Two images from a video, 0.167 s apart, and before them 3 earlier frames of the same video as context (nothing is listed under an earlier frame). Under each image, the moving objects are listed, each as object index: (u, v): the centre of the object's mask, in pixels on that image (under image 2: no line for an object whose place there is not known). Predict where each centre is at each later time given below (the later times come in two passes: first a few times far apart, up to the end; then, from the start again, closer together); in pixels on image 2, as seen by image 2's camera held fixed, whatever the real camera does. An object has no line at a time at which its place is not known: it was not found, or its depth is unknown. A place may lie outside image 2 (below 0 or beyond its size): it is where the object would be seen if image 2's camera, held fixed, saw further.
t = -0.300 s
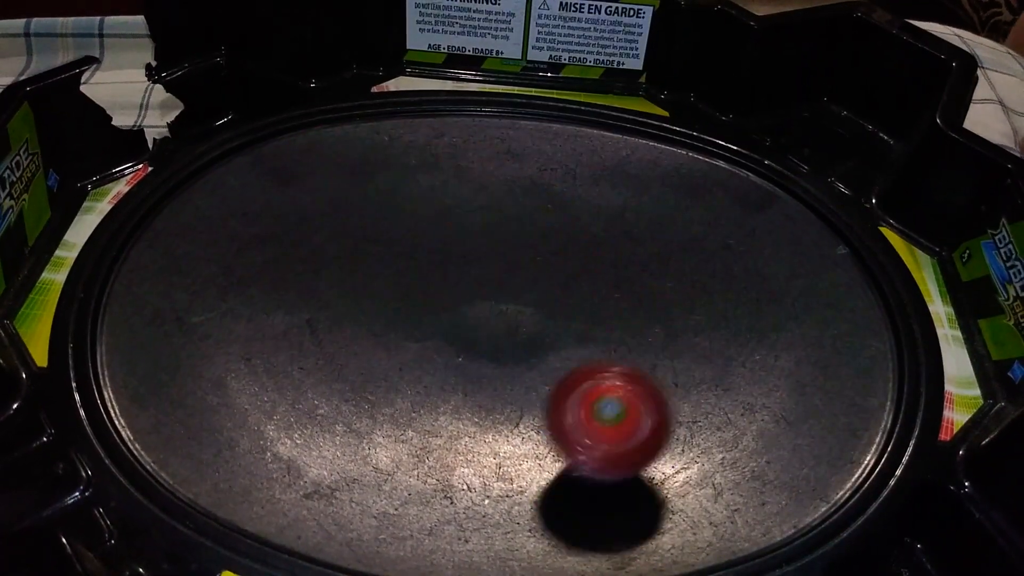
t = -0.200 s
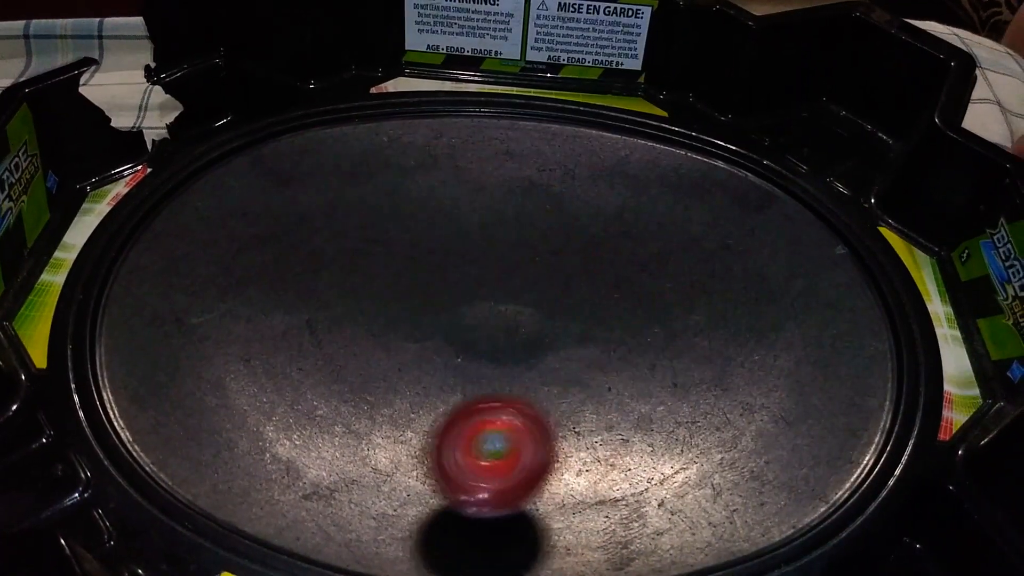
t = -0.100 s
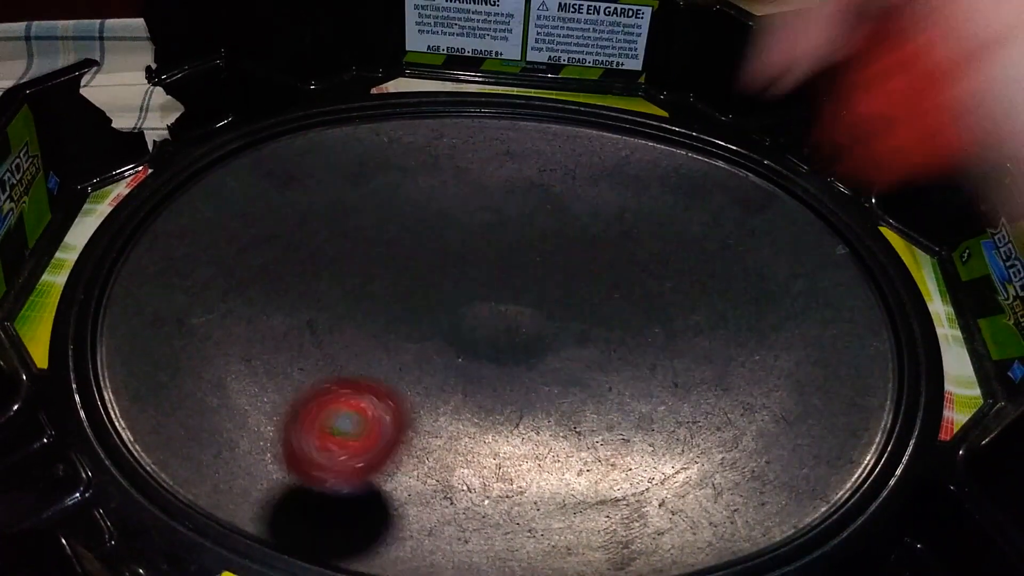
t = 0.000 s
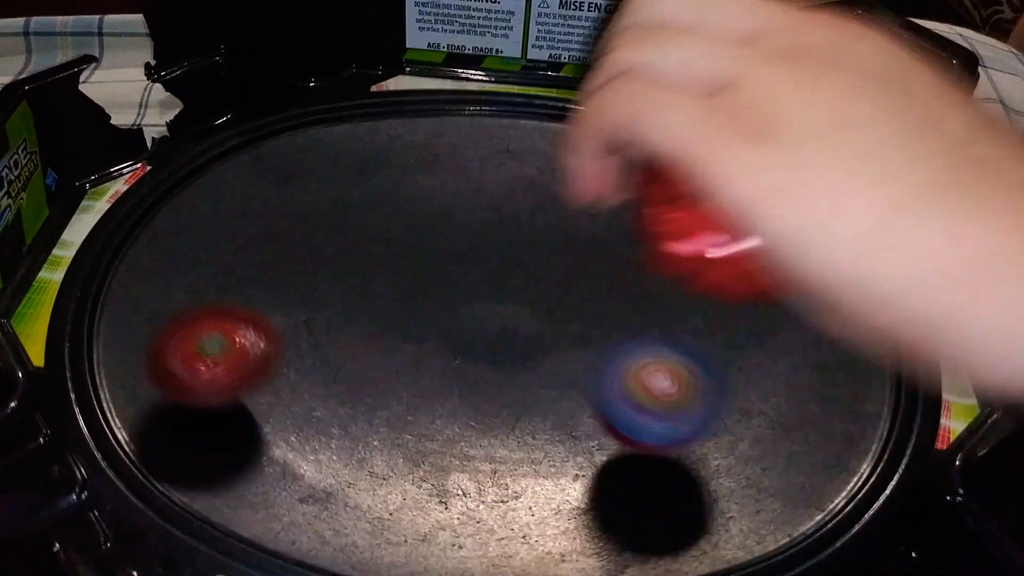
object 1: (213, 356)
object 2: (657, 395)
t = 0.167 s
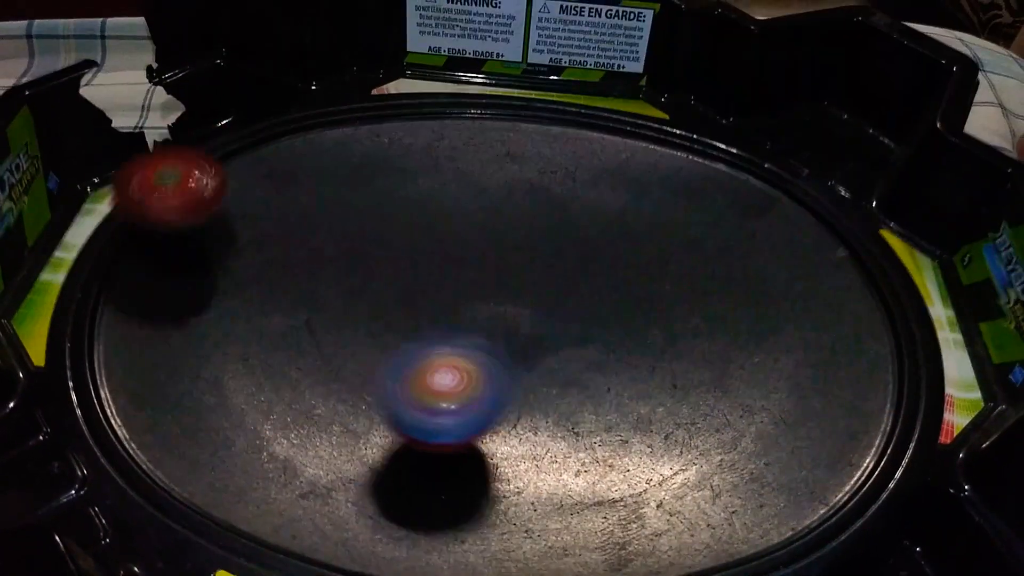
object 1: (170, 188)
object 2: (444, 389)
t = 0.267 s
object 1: (243, 119)
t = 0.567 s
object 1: (689, 207)
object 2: (339, 320)
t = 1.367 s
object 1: (255, 131)
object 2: (435, 259)
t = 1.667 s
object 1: (739, 206)
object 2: (290, 355)
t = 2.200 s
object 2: (669, 260)
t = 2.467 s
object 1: (332, 143)
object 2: (499, 182)
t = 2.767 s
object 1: (556, 76)
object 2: (484, 533)
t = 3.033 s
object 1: (712, 111)
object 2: (638, 402)
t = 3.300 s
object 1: (795, 320)
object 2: (606, 229)
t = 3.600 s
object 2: (336, 308)
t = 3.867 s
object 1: (144, 205)
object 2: (500, 348)
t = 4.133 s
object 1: (484, 137)
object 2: (583, 289)
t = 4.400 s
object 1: (863, 365)
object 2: (448, 295)
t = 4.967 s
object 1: (209, 268)
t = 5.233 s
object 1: (504, 143)
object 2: (526, 316)
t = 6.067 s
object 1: (213, 280)
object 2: (484, 329)
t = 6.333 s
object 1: (425, 112)
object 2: (454, 320)
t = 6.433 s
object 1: (552, 119)
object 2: (457, 323)
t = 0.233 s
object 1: (212, 136)
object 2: (380, 373)
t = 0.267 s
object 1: (243, 119)
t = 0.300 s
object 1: (283, 108)
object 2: (336, 352)
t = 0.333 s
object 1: (329, 102)
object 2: (320, 342)
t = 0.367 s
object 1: (375, 102)
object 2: (312, 333)
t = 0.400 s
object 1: (423, 104)
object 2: (307, 325)
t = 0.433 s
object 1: (476, 115)
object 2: (305, 320)
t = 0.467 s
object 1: (529, 128)
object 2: (308, 317)
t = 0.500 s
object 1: (583, 149)
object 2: (315, 316)
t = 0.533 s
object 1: (637, 175)
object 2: (326, 317)
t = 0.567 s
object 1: (689, 207)
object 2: (339, 320)
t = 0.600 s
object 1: (735, 245)
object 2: (353, 325)
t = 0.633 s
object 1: (777, 288)
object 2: (370, 332)
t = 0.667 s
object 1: (814, 338)
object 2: (389, 339)
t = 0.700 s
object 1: (839, 392)
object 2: (407, 350)
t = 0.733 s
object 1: (853, 448)
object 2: (430, 357)
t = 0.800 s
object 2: (467, 371)
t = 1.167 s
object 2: (528, 293)
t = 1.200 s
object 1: (102, 284)
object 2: (518, 285)
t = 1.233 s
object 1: (117, 243)
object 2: (505, 278)
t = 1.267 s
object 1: (142, 204)
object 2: (490, 272)
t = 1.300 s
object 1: (173, 175)
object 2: (474, 266)
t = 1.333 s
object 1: (211, 149)
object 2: (456, 260)
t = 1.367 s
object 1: (255, 131)
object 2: (435, 259)
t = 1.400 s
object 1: (302, 118)
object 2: (413, 259)
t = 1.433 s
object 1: (353, 112)
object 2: (391, 261)
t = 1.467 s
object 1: (405, 112)
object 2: (374, 265)
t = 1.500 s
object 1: (461, 117)
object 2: (351, 273)
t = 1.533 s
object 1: (517, 126)
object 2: (331, 285)
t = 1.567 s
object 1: (572, 139)
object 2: (315, 298)
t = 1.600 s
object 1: (628, 158)
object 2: (301, 316)
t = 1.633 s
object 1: (688, 181)
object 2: (292, 335)
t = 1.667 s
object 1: (739, 206)
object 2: (290, 355)
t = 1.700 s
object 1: (790, 238)
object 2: (295, 376)
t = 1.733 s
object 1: (837, 275)
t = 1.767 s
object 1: (877, 318)
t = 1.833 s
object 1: (898, 411)
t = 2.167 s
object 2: (673, 283)
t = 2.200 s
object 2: (669, 260)
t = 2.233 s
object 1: (193, 350)
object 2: (660, 241)
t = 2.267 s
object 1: (189, 310)
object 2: (649, 219)
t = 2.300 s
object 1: (194, 271)
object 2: (630, 207)
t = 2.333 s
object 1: (211, 238)
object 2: (610, 195)
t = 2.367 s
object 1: (232, 208)
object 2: (586, 186)
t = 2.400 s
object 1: (261, 182)
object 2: (560, 181)
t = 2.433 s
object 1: (294, 161)
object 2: (531, 181)
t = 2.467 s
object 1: (332, 143)
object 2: (499, 182)
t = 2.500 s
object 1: (372, 130)
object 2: (462, 187)
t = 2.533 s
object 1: (395, 100)
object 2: (451, 227)
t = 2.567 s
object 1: (414, 71)
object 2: (445, 278)
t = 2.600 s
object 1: (438, 61)
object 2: (441, 331)
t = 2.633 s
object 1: (462, 66)
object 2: (442, 381)
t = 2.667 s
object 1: (485, 64)
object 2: (445, 434)
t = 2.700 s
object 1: (509, 67)
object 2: (453, 483)
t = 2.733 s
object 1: (533, 72)
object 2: (466, 519)
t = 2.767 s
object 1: (556, 76)
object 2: (484, 533)
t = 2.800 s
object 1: (577, 80)
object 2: (505, 539)
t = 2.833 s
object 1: (598, 85)
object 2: (529, 538)
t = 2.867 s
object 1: (618, 89)
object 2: (552, 533)
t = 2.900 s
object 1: (639, 94)
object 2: (571, 522)
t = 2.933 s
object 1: (658, 98)
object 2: (590, 498)
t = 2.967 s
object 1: (677, 102)
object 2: (607, 467)
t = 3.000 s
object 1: (695, 106)
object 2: (625, 433)
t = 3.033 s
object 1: (712, 111)
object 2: (638, 402)
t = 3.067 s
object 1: (726, 117)
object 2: (650, 369)
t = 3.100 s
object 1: (738, 126)
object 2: (658, 340)
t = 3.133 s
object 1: (749, 146)
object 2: (665, 313)
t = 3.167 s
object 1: (759, 170)
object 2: (667, 288)
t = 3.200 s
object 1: (768, 200)
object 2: (666, 268)
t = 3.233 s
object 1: (777, 236)
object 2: (655, 251)
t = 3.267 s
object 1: (791, 275)
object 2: (631, 239)
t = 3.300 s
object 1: (795, 320)
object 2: (606, 229)
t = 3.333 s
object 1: (784, 366)
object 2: (576, 226)
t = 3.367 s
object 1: (760, 409)
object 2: (545, 227)
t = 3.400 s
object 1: (720, 449)
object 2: (513, 230)
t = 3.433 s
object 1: (664, 483)
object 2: (481, 236)
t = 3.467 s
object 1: (598, 505)
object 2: (449, 244)
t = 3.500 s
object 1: (527, 514)
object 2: (419, 256)
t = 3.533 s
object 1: (448, 513)
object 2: (389, 271)
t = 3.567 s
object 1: (375, 504)
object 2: (361, 289)
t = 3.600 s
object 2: (336, 308)
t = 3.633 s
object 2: (316, 329)
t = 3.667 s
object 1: (158, 433)
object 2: (309, 349)
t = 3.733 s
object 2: (375, 350)
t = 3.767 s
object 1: (62, 315)
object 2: (407, 353)
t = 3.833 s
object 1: (113, 240)
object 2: (473, 351)
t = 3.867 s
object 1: (144, 205)
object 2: (500, 348)
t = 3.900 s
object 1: (174, 177)
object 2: (523, 344)
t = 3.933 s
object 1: (210, 152)
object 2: (546, 338)
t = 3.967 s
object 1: (249, 135)
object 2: (562, 332)
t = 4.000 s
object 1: (293, 125)
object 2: (575, 325)
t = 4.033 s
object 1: (341, 120)
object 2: (583, 314)
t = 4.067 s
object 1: (387, 120)
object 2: (588, 307)
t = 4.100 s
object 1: (435, 126)
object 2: (587, 299)
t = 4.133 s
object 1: (484, 137)
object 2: (583, 289)
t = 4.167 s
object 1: (534, 154)
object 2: (577, 282)
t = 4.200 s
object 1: (584, 177)
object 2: (570, 276)
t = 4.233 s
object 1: (632, 203)
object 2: (555, 273)
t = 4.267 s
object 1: (687, 225)
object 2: (528, 277)
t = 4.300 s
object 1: (743, 253)
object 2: (504, 280)
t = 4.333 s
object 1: (790, 284)
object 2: (484, 285)
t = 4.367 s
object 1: (832, 322)
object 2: (466, 291)
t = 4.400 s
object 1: (863, 365)
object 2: (448, 295)
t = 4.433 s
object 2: (431, 300)
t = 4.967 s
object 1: (209, 268)
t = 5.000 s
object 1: (231, 236)
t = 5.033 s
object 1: (258, 209)
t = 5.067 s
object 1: (288, 187)
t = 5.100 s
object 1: (326, 170)
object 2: (545, 332)
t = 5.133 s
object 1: (369, 156)
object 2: (541, 326)
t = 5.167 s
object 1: (411, 148)
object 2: (537, 321)
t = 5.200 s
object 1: (456, 144)
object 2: (532, 318)
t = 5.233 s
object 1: (504, 143)
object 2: (526, 316)
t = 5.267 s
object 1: (553, 146)
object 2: (518, 316)
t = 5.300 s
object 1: (602, 153)
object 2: (508, 316)
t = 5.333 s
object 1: (654, 163)
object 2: (496, 318)
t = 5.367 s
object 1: (704, 178)
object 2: (482, 320)
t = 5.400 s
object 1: (751, 197)
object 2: (469, 324)
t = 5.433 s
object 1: (795, 222)
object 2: (456, 328)
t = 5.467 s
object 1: (836, 253)
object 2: (444, 330)
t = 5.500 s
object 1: (867, 289)
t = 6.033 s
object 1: (211, 319)
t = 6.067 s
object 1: (213, 280)
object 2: (484, 329)
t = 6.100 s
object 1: (222, 245)
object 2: (483, 325)
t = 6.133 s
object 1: (238, 214)
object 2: (480, 323)
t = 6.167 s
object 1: (261, 187)
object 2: (476, 324)
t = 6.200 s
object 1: (286, 163)
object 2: (469, 324)
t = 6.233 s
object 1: (318, 143)
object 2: (463, 324)
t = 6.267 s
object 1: (352, 129)
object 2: (457, 323)
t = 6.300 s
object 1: (386, 120)
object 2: (455, 322)
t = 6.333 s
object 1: (425, 112)
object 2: (454, 320)
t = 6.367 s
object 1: (466, 111)
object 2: (455, 321)
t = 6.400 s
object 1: (509, 113)
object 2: (455, 323)
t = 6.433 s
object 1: (552, 119)
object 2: (457, 323)
